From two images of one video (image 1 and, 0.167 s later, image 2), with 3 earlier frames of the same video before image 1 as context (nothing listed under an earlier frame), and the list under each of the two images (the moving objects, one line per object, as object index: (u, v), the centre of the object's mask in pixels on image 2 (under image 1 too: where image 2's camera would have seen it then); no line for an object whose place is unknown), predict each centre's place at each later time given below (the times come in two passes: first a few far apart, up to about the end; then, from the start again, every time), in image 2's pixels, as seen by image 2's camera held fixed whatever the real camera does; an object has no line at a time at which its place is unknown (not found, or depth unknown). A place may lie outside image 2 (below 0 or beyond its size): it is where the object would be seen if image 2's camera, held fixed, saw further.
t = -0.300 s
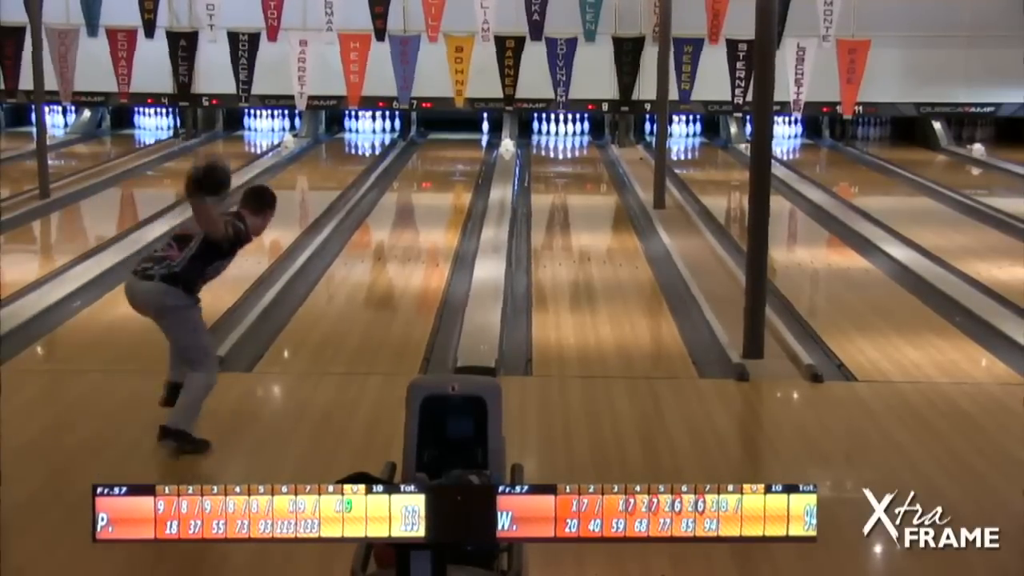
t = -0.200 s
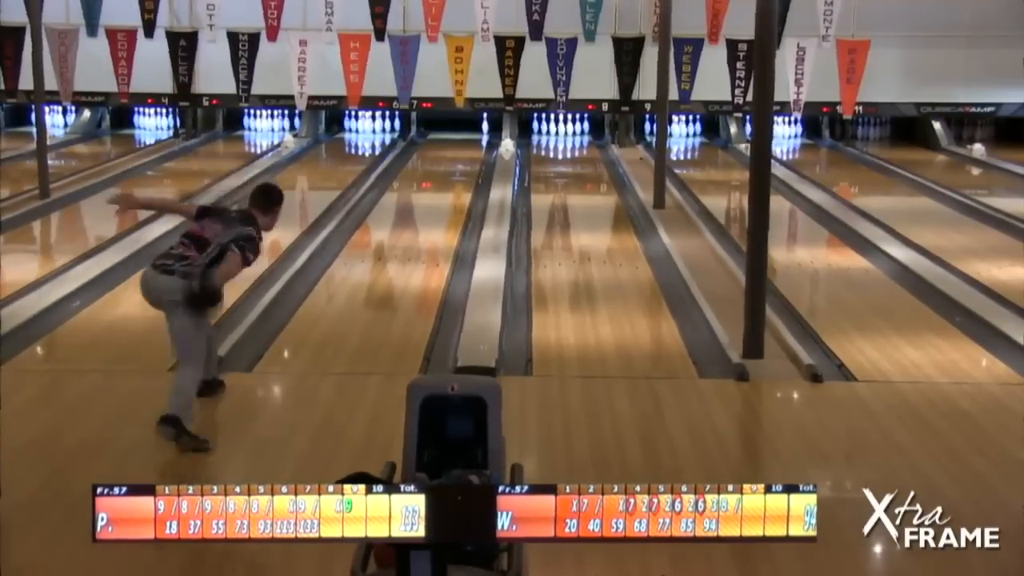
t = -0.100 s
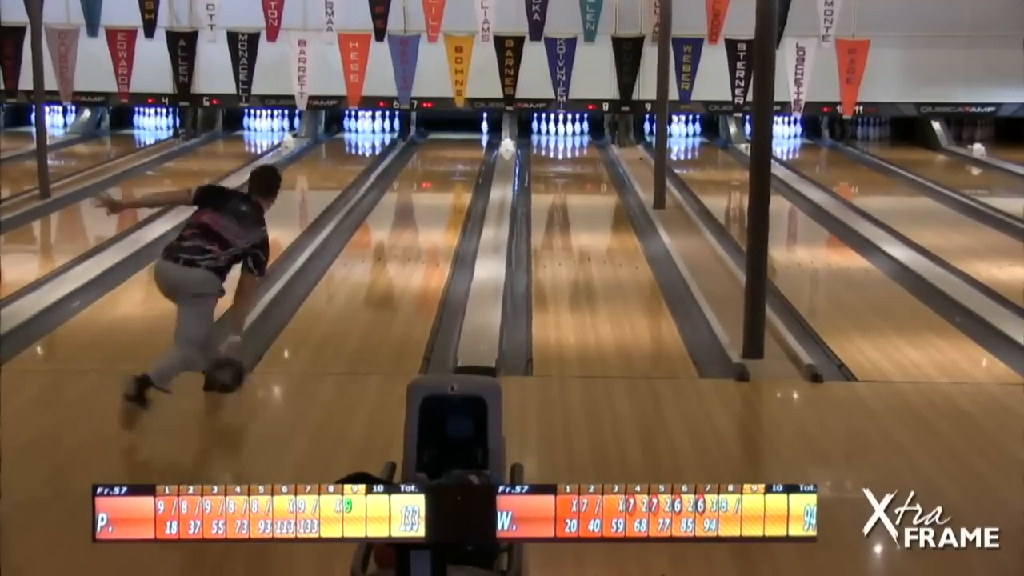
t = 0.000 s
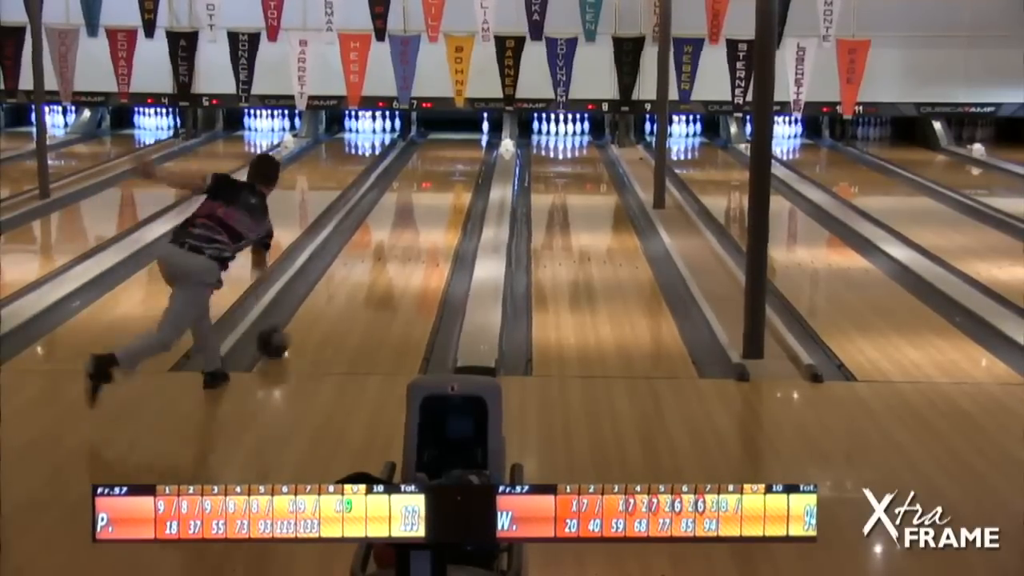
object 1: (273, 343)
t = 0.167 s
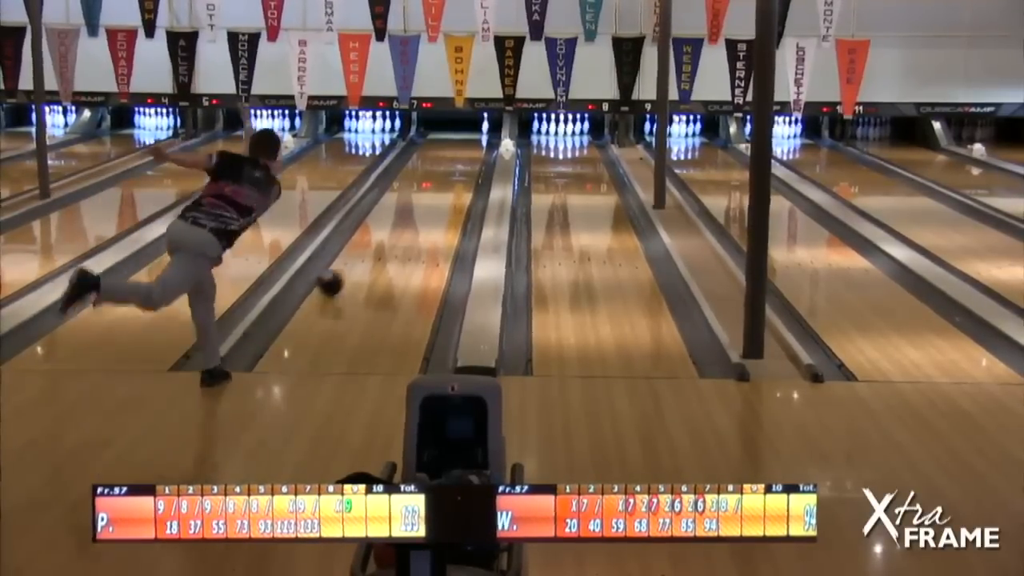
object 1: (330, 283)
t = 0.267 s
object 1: (355, 255)
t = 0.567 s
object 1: (407, 200)
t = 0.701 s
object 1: (423, 183)
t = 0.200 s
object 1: (338, 273)
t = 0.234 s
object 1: (346, 264)
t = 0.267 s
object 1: (355, 255)
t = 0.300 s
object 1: (362, 249)
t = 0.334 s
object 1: (370, 242)
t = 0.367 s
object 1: (375, 235)
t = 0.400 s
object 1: (381, 228)
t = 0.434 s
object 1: (388, 222)
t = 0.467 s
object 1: (393, 216)
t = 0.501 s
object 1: (399, 210)
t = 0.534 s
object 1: (403, 206)
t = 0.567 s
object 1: (407, 200)
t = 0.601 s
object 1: (412, 196)
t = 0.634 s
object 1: (417, 191)
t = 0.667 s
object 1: (420, 188)
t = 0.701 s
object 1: (423, 183)
